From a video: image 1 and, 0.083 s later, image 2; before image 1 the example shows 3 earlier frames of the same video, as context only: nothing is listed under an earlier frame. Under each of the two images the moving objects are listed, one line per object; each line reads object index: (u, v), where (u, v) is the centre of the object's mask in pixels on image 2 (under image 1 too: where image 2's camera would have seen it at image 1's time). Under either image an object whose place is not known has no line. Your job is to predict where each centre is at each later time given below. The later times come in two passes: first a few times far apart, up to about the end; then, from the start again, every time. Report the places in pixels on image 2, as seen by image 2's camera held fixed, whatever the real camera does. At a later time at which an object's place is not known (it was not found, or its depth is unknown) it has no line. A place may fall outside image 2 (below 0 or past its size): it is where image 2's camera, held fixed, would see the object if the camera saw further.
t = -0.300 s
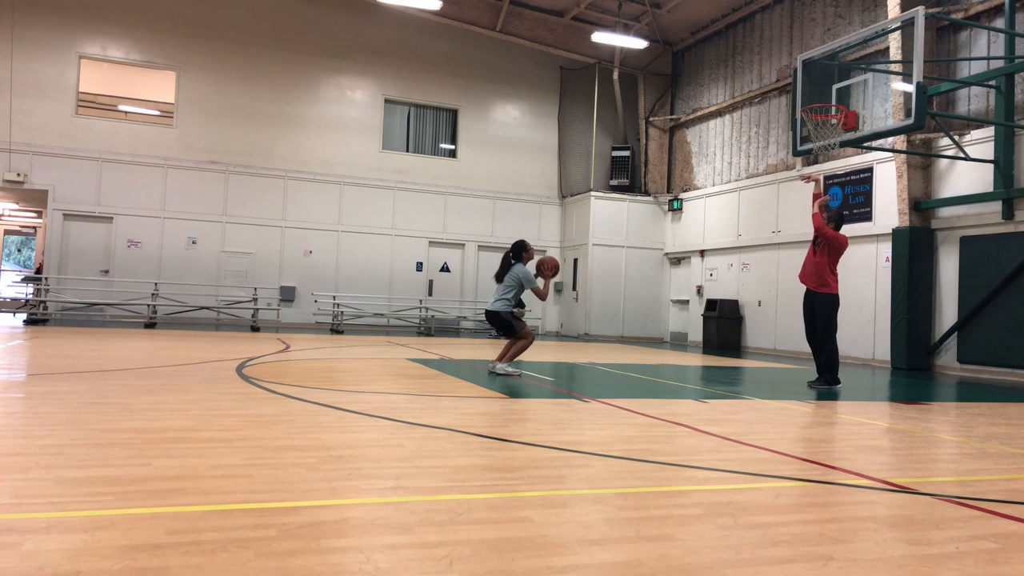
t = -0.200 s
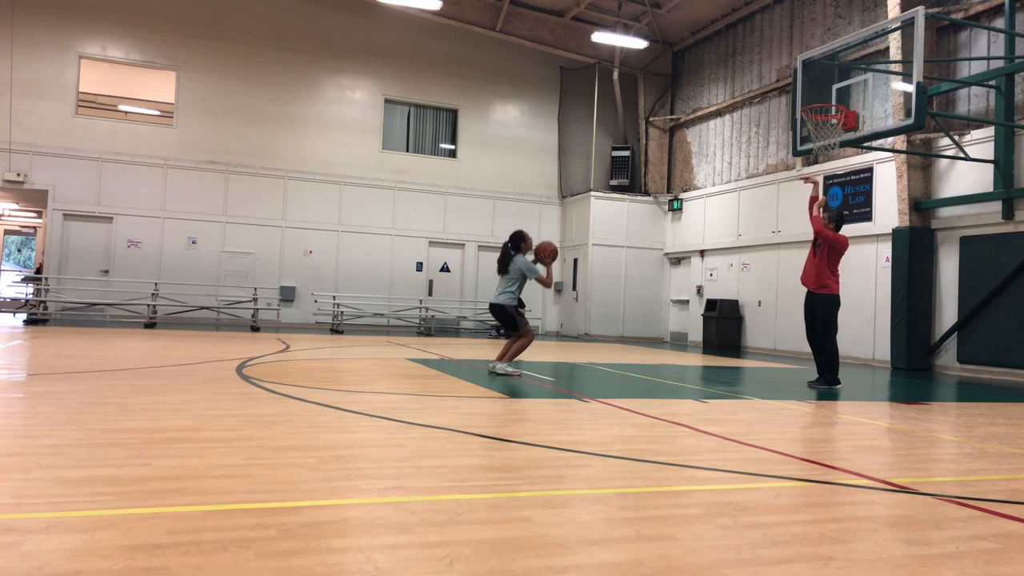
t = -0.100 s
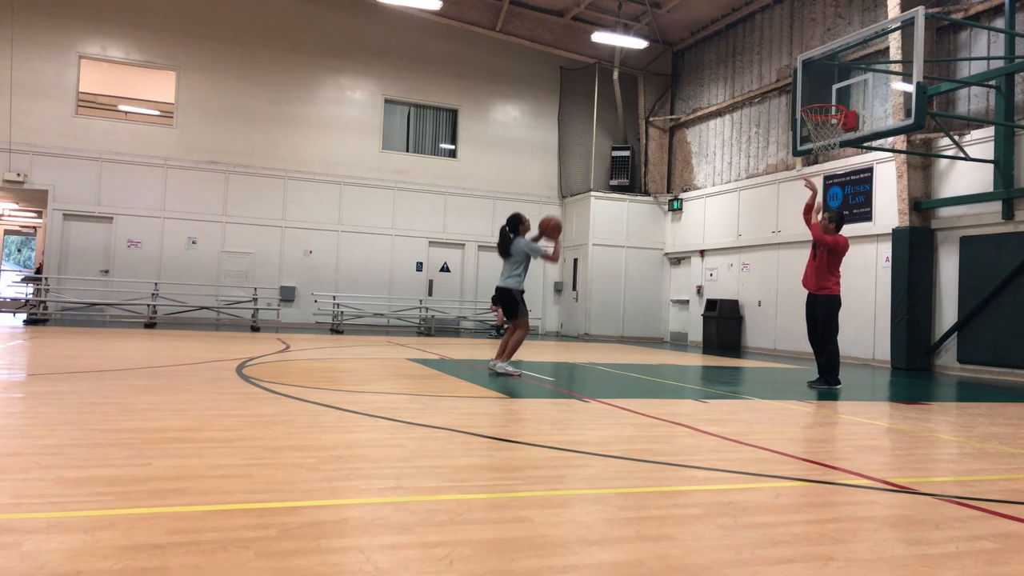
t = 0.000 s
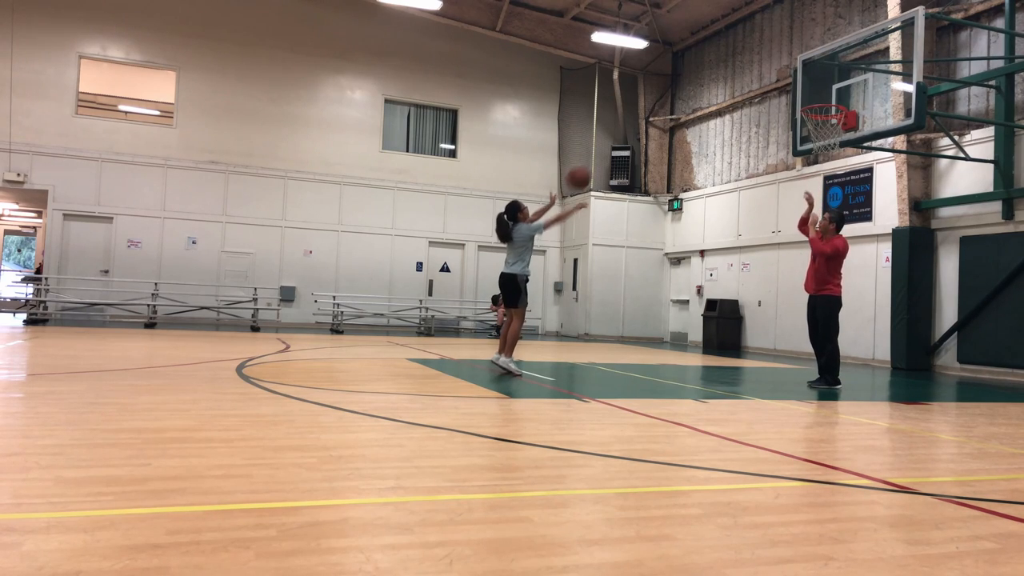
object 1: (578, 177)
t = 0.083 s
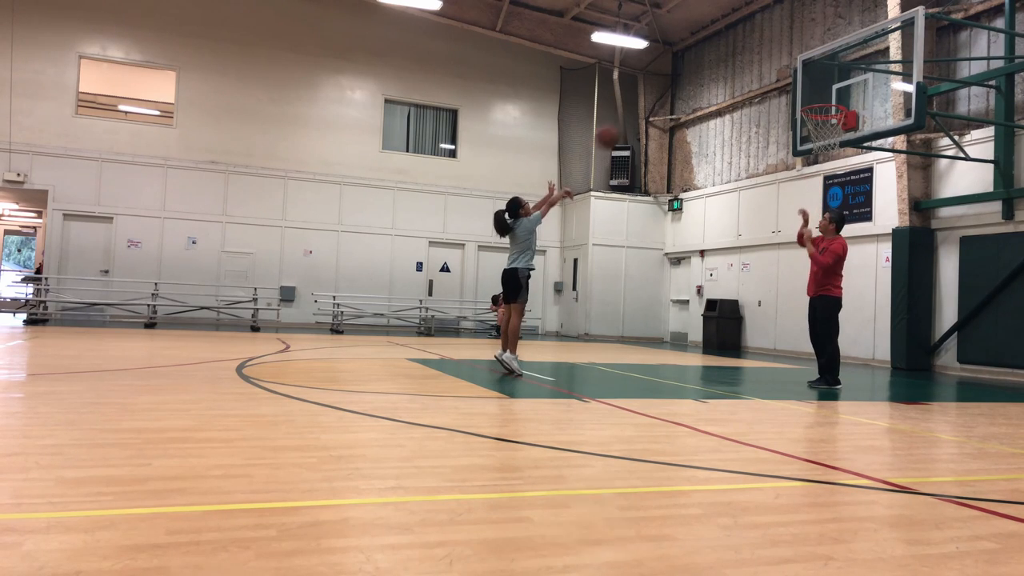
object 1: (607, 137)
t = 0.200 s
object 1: (646, 91)
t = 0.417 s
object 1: (714, 46)
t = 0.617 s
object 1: (772, 44)
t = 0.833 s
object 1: (829, 81)
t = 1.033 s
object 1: (855, 74)
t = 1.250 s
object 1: (839, 65)
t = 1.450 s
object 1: (821, 92)
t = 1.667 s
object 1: (822, 91)
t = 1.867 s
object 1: (824, 117)
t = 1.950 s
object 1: (824, 147)
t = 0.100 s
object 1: (614, 128)
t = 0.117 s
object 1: (619, 122)
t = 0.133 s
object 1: (625, 115)
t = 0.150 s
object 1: (630, 109)
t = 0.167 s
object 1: (635, 103)
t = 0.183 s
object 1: (641, 97)
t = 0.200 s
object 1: (646, 91)
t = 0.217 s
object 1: (652, 87)
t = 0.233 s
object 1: (658, 82)
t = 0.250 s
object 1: (663, 77)
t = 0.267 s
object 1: (668, 73)
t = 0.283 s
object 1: (673, 70)
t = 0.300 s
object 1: (678, 65)
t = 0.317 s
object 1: (683, 63)
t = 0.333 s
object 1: (688, 59)
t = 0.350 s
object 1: (693, 56)
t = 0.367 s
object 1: (698, 53)
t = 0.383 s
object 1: (703, 51)
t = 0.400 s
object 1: (708, 49)
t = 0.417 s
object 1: (714, 46)
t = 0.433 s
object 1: (719, 45)
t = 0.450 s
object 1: (724, 44)
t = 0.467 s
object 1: (729, 43)
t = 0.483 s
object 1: (733, 42)
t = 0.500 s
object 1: (739, 40)
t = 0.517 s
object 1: (743, 41)
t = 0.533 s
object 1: (748, 41)
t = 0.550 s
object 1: (753, 41)
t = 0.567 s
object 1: (759, 41)
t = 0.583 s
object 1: (763, 42)
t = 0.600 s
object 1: (767, 43)
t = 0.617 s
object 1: (772, 44)
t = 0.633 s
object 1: (777, 46)
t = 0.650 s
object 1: (782, 47)
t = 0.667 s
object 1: (786, 49)
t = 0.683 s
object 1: (790, 51)
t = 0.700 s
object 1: (794, 53)
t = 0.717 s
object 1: (799, 56)
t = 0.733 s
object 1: (804, 60)
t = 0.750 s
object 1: (808, 63)
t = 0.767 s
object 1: (813, 66)
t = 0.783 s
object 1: (815, 68)
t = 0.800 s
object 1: (821, 73)
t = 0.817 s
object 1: (825, 77)
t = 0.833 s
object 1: (829, 81)
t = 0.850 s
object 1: (833, 86)
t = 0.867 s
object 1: (837, 90)
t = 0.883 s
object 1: (843, 95)
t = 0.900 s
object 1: (845, 96)
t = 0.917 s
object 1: (846, 94)
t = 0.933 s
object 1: (847, 91)
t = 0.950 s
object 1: (849, 88)
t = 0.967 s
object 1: (850, 84)
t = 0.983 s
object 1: (852, 82)
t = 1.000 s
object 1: (854, 78)
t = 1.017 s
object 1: (855, 76)
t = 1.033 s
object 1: (855, 74)
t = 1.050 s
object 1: (854, 72)
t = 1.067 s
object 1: (852, 70)
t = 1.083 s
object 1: (851, 69)
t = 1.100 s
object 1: (850, 68)
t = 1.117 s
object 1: (849, 66)
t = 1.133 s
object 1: (848, 65)
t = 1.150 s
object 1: (847, 64)
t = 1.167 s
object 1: (845, 64)
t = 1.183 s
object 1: (844, 64)
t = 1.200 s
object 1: (843, 64)
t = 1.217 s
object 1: (842, 64)
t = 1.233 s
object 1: (840, 65)
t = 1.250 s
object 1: (839, 65)
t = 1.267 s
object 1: (838, 66)
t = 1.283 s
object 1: (837, 67)
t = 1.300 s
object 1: (835, 68)
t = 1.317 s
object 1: (834, 70)
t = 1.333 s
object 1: (832, 71)
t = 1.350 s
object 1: (831, 74)
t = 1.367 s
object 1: (828, 77)
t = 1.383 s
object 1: (827, 79)
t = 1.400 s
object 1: (826, 81)
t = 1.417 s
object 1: (824, 85)
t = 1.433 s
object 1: (822, 88)
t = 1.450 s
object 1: (821, 92)
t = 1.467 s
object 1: (821, 95)
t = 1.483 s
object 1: (821, 94)
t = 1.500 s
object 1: (821, 93)
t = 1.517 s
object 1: (821, 92)
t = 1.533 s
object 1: (821, 91)
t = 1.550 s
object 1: (822, 90)
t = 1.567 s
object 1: (822, 90)
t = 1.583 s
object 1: (822, 89)
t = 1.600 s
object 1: (822, 89)
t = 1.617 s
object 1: (822, 90)
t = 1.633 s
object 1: (822, 90)
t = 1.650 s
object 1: (822, 90)
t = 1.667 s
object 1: (822, 91)
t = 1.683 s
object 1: (823, 92)
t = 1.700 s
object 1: (823, 94)
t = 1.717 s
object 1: (823, 95)
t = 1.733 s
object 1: (823, 96)
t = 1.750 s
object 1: (823, 97)
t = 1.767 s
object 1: (823, 98)
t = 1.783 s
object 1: (824, 99)
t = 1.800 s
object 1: (824, 101)
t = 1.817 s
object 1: (823, 102)
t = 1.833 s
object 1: (825, 112)
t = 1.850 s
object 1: (824, 115)
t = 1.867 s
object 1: (824, 117)
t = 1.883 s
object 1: (823, 120)
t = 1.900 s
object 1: (824, 120)
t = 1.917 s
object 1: (825, 125)
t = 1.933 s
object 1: (824, 136)
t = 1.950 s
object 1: (824, 147)
